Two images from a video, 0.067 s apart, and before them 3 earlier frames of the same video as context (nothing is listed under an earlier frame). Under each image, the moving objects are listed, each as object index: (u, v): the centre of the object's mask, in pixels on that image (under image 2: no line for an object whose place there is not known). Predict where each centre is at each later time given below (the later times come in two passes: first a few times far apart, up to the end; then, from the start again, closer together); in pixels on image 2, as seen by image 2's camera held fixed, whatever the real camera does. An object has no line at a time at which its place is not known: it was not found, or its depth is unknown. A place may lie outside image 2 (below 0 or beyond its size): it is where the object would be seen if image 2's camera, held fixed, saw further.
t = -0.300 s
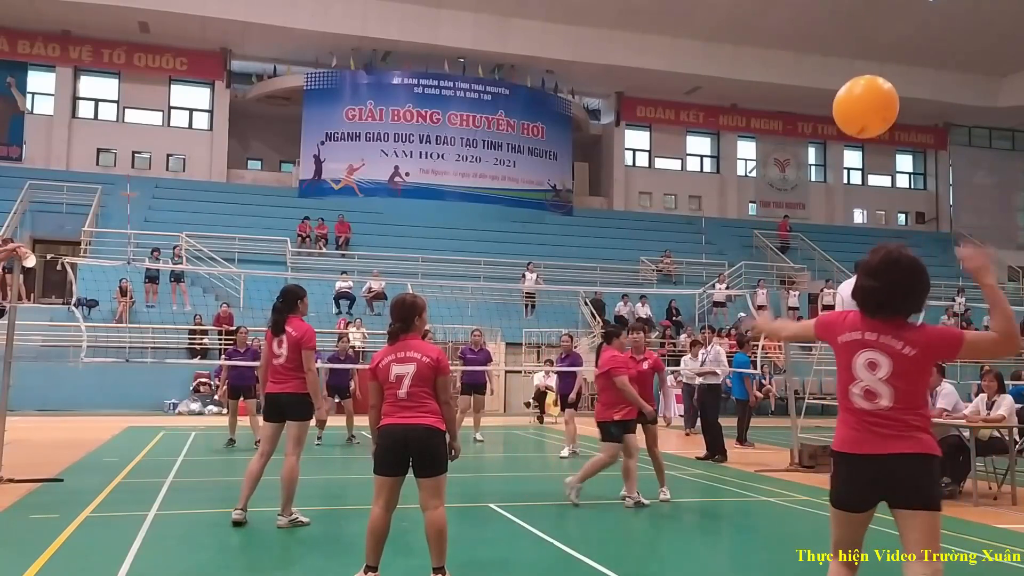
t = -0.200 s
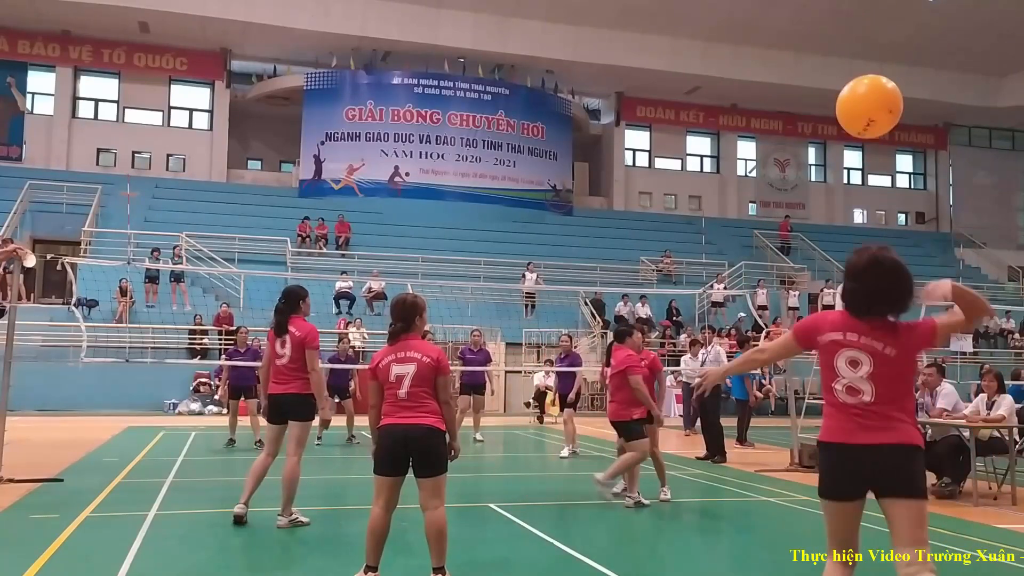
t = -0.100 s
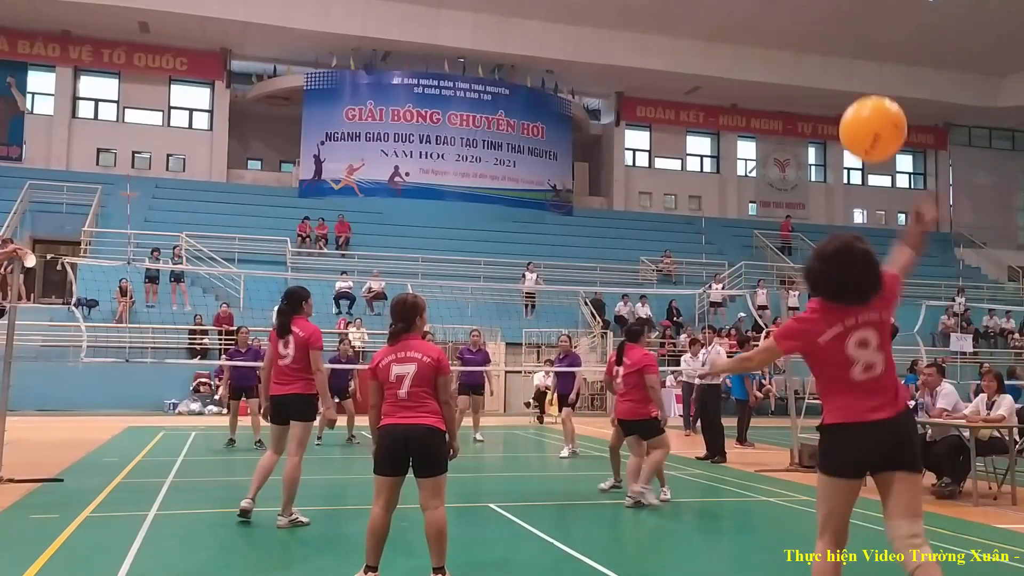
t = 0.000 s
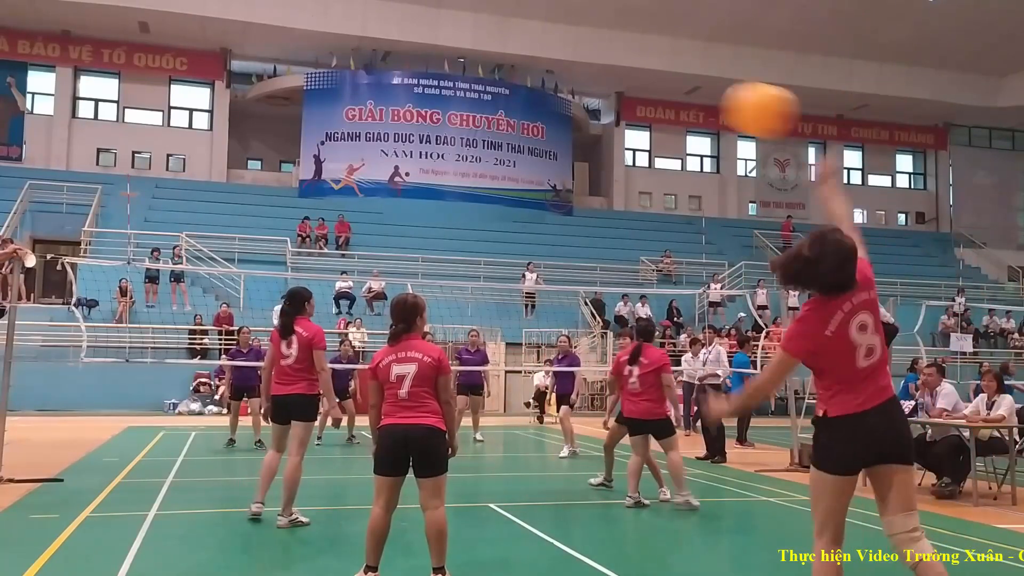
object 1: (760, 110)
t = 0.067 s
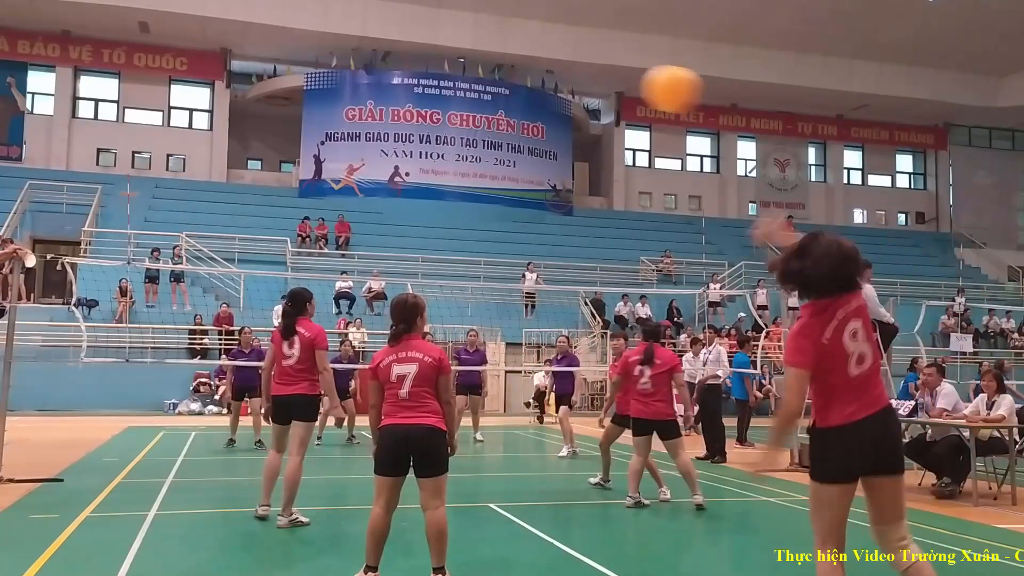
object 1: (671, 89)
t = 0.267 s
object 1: (520, 94)
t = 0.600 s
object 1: (393, 191)
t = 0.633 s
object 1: (384, 203)
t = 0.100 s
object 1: (637, 84)
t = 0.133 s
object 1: (608, 81)
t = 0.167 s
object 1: (582, 82)
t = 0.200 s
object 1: (559, 84)
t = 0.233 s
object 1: (538, 89)
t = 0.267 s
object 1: (520, 94)
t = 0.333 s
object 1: (487, 108)
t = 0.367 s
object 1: (472, 117)
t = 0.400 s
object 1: (458, 125)
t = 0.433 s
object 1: (446, 135)
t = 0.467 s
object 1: (434, 145)
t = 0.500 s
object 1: (423, 156)
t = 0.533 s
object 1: (412, 167)
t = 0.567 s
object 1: (402, 180)
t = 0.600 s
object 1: (393, 191)
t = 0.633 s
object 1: (384, 203)
